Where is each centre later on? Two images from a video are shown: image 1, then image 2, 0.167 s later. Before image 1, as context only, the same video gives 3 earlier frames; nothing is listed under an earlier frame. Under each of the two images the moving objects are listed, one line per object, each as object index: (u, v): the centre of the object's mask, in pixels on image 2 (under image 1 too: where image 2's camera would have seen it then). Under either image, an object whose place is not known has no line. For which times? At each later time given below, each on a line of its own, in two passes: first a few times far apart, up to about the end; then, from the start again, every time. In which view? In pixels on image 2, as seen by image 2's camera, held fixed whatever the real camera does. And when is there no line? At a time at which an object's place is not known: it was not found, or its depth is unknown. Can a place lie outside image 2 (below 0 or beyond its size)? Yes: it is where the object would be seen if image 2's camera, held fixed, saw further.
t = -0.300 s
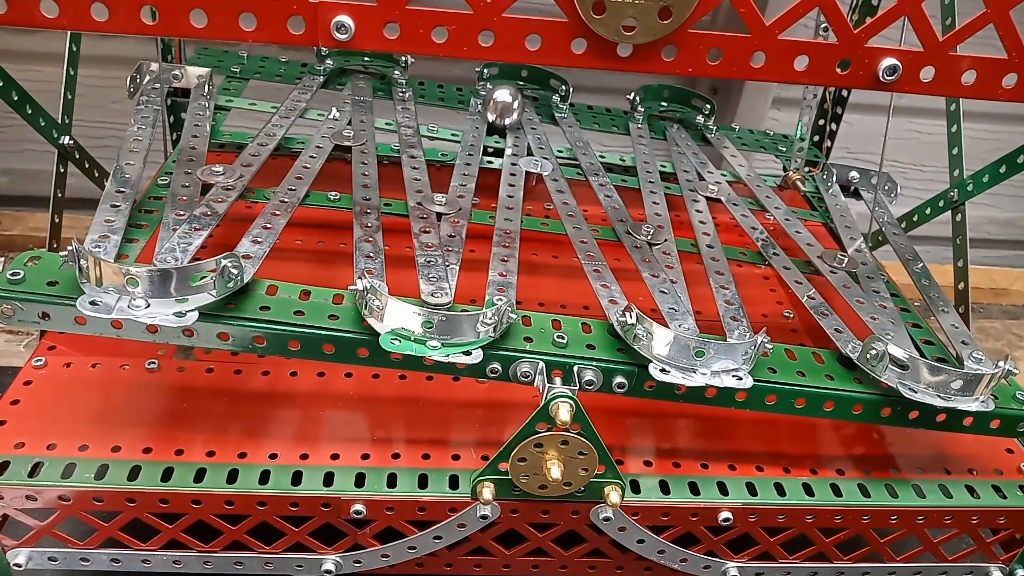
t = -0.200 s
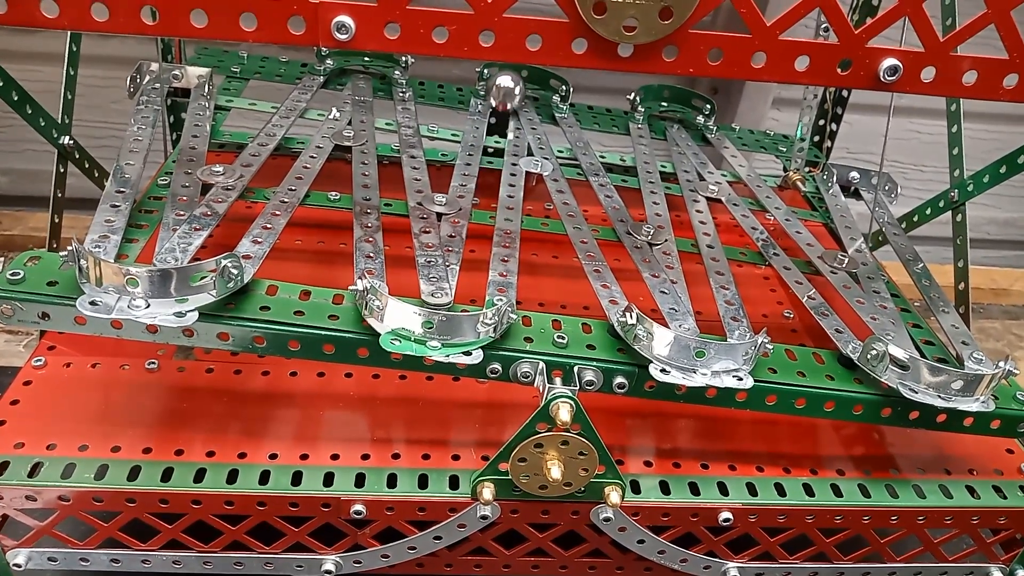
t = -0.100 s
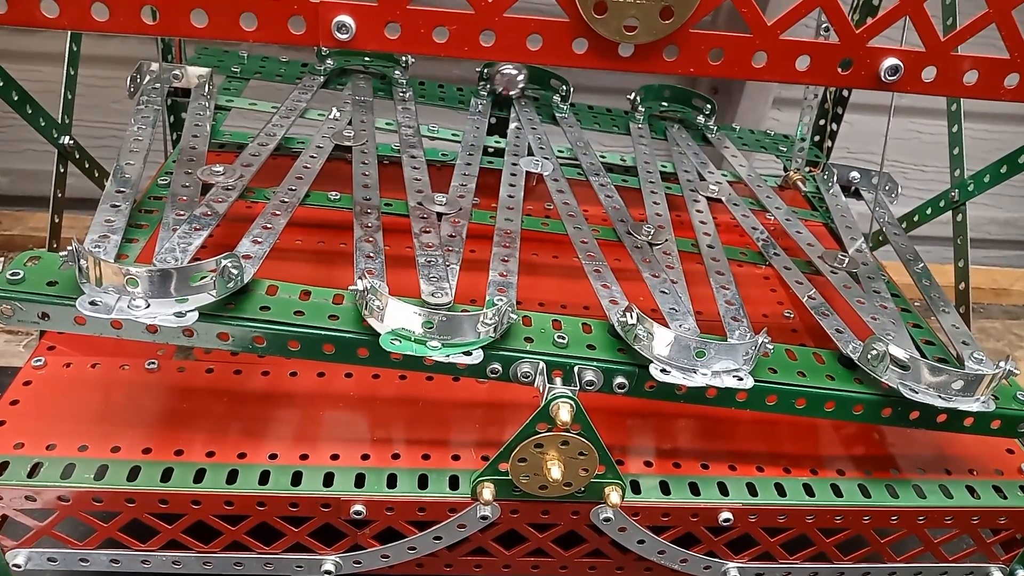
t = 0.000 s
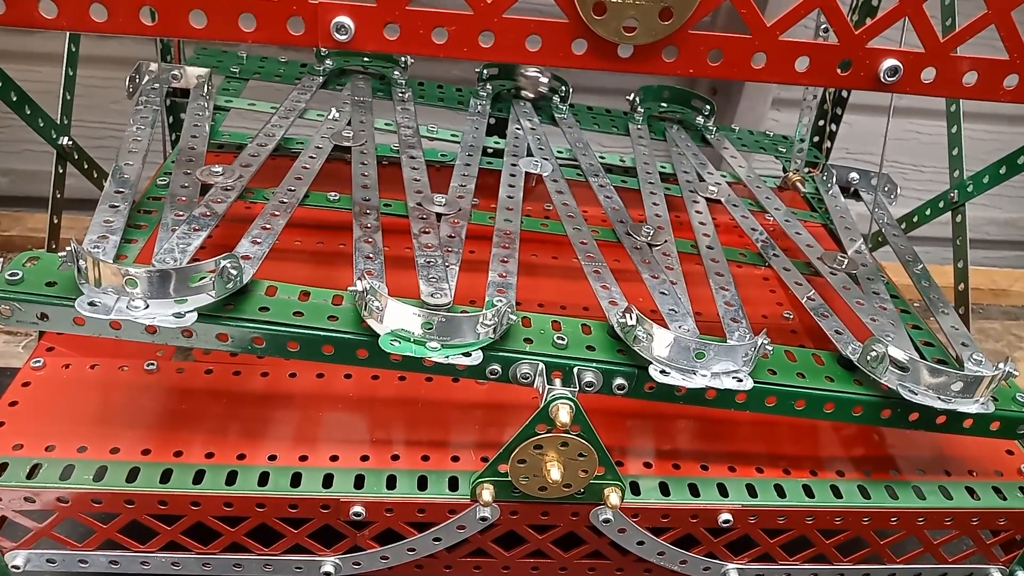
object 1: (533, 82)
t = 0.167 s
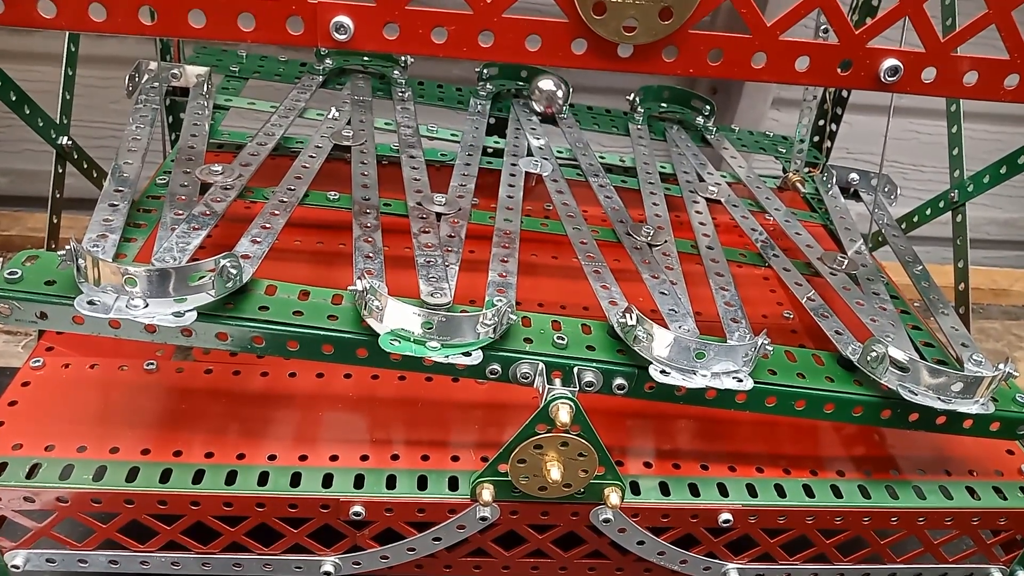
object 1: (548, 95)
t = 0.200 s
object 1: (550, 99)
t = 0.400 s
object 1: (561, 122)
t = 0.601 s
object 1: (576, 153)
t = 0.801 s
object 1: (596, 193)
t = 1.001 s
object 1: (622, 238)
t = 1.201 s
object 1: (653, 286)
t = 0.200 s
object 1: (550, 99)
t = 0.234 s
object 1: (552, 102)
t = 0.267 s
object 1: (553, 105)
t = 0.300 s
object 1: (555, 109)
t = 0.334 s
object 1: (557, 112)
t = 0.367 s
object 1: (558, 117)
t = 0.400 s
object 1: (561, 122)
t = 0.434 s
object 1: (563, 128)
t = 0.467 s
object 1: (566, 134)
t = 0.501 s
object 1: (569, 137)
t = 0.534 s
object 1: (572, 143)
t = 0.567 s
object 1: (573, 149)
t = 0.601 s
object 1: (576, 153)
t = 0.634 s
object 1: (580, 159)
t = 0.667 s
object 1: (583, 164)
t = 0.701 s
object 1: (586, 171)
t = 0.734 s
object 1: (588, 178)
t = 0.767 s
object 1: (593, 186)
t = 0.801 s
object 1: (596, 193)
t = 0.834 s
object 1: (601, 202)
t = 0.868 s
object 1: (606, 210)
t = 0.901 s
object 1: (609, 215)
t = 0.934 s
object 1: (614, 223)
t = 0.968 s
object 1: (617, 230)
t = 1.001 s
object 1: (622, 238)
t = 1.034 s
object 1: (626, 247)
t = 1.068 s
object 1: (630, 254)
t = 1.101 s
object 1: (635, 262)
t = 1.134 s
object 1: (639, 271)
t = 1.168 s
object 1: (645, 279)
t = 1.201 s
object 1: (653, 286)
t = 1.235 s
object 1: (661, 294)
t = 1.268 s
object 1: (667, 301)
